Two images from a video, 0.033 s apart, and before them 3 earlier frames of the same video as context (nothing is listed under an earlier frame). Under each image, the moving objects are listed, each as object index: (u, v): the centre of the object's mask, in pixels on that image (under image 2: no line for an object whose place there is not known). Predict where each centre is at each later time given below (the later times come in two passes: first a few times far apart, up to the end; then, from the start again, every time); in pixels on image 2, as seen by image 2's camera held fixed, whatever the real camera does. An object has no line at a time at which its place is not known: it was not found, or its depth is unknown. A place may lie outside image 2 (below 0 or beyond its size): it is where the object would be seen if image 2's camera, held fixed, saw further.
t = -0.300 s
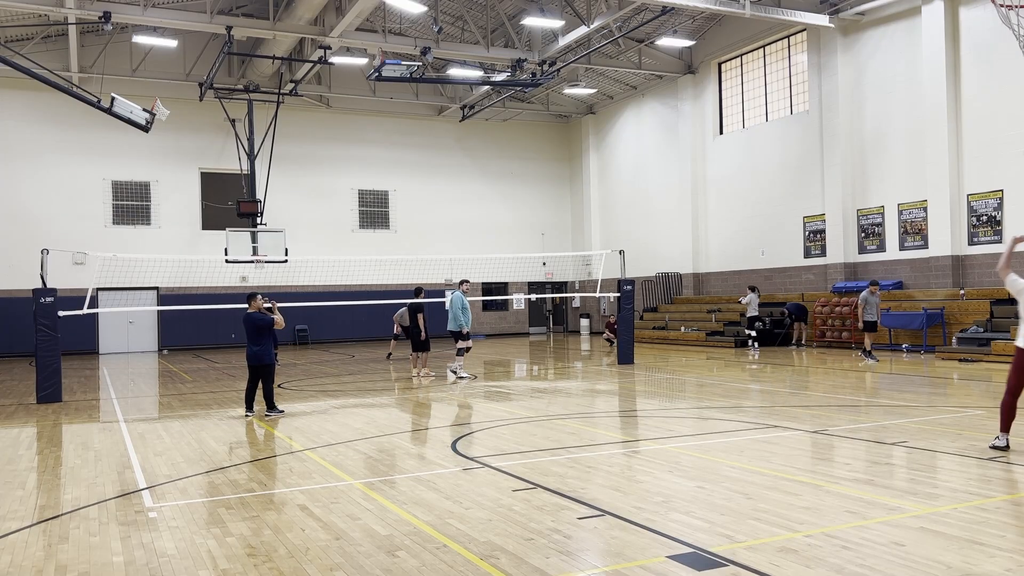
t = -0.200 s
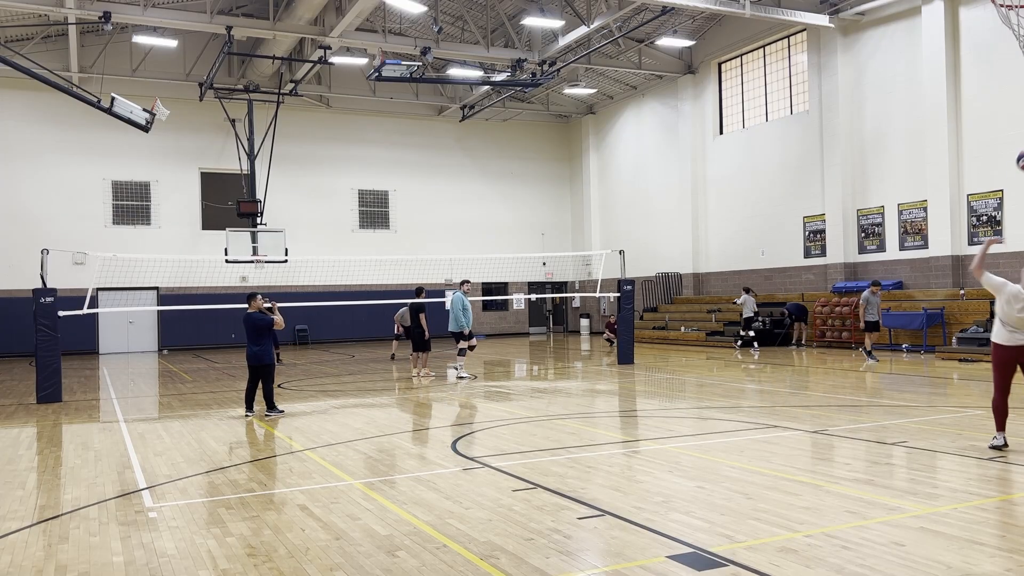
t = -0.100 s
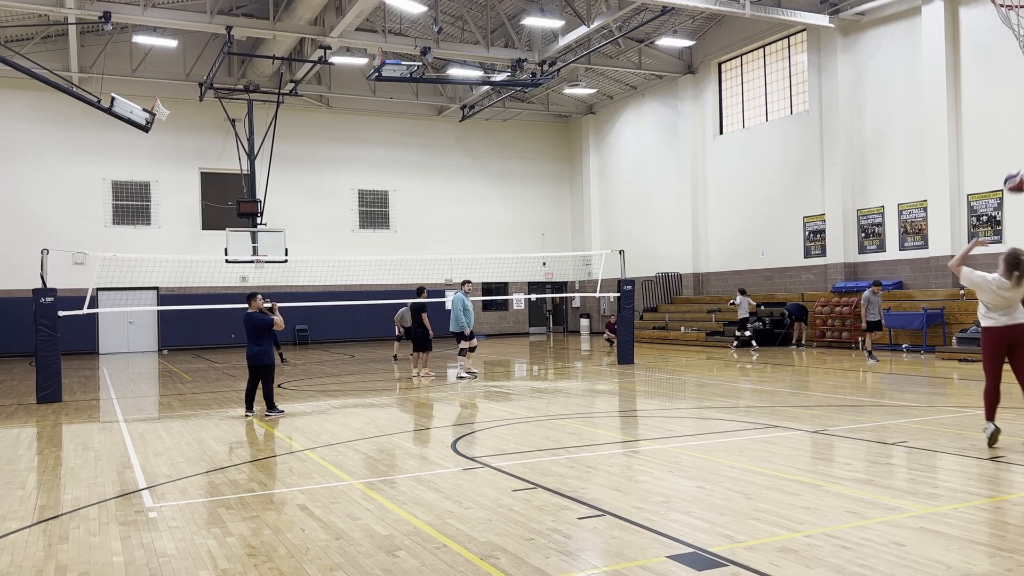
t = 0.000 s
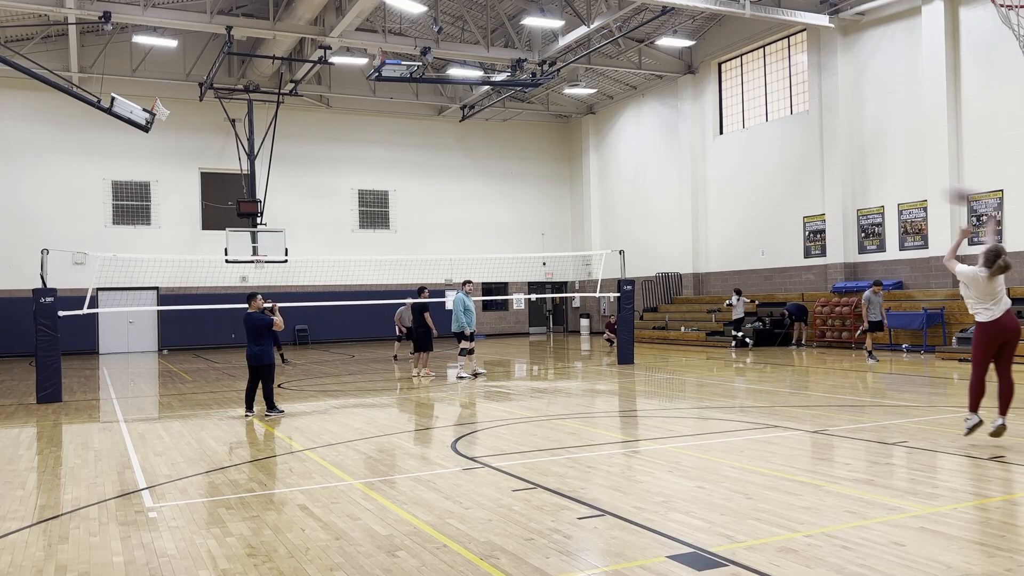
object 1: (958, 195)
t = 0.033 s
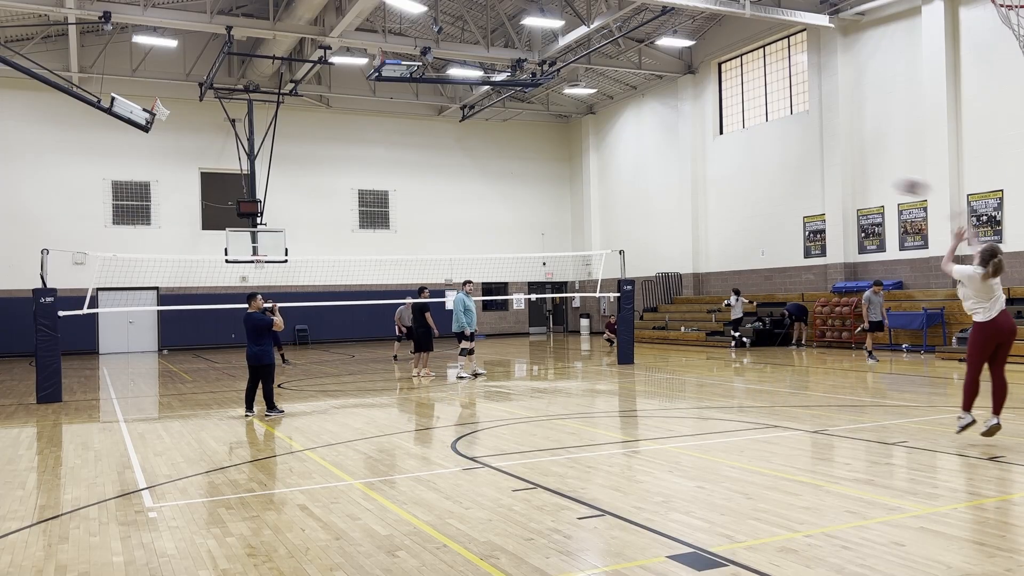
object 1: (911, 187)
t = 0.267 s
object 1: (665, 163)
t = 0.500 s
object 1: (522, 181)
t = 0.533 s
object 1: (506, 185)
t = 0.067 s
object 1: (867, 179)
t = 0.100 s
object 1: (824, 173)
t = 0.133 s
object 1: (787, 168)
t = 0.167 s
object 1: (752, 166)
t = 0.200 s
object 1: (720, 163)
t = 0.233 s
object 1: (692, 163)
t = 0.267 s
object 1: (665, 163)
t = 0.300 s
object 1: (640, 164)
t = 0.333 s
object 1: (616, 166)
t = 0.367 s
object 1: (595, 168)
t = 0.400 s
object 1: (576, 170)
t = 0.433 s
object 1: (557, 173)
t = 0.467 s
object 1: (539, 177)
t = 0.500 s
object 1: (522, 181)
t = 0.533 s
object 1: (506, 185)
